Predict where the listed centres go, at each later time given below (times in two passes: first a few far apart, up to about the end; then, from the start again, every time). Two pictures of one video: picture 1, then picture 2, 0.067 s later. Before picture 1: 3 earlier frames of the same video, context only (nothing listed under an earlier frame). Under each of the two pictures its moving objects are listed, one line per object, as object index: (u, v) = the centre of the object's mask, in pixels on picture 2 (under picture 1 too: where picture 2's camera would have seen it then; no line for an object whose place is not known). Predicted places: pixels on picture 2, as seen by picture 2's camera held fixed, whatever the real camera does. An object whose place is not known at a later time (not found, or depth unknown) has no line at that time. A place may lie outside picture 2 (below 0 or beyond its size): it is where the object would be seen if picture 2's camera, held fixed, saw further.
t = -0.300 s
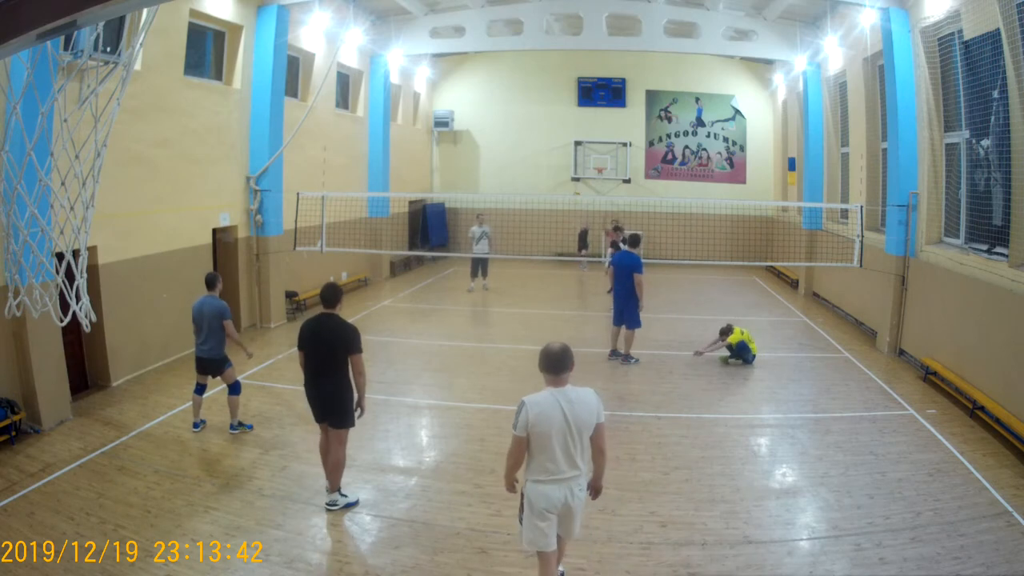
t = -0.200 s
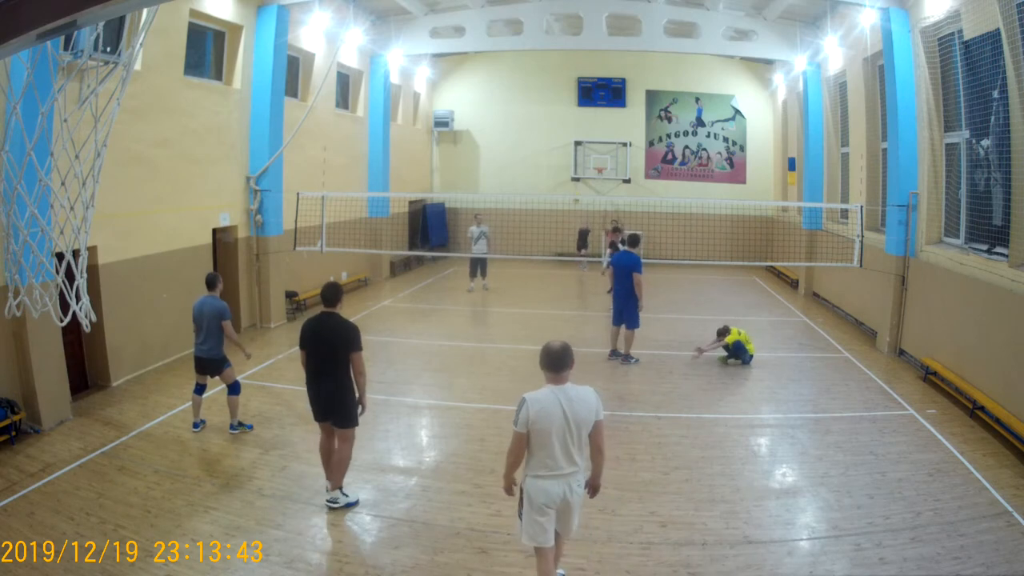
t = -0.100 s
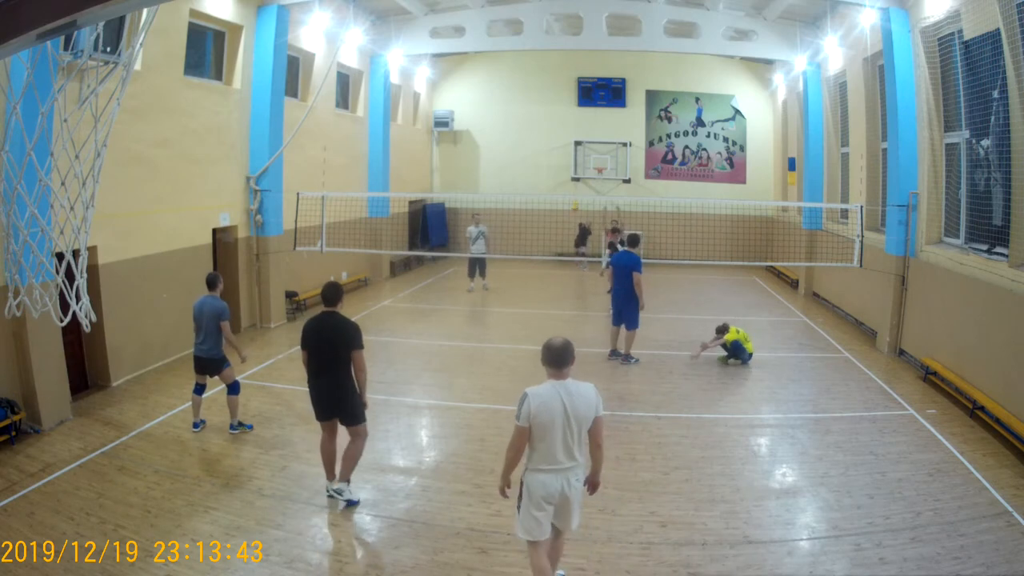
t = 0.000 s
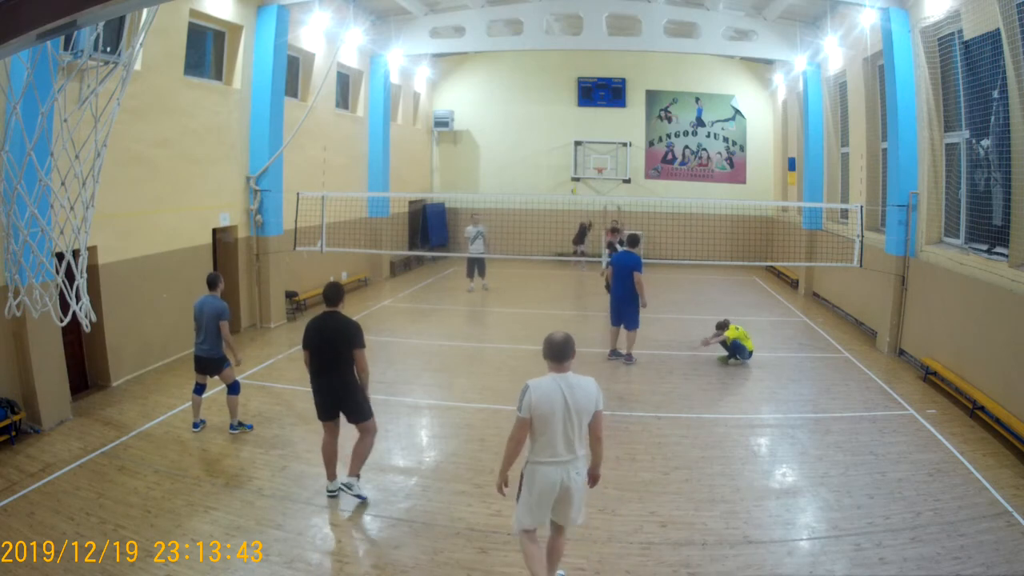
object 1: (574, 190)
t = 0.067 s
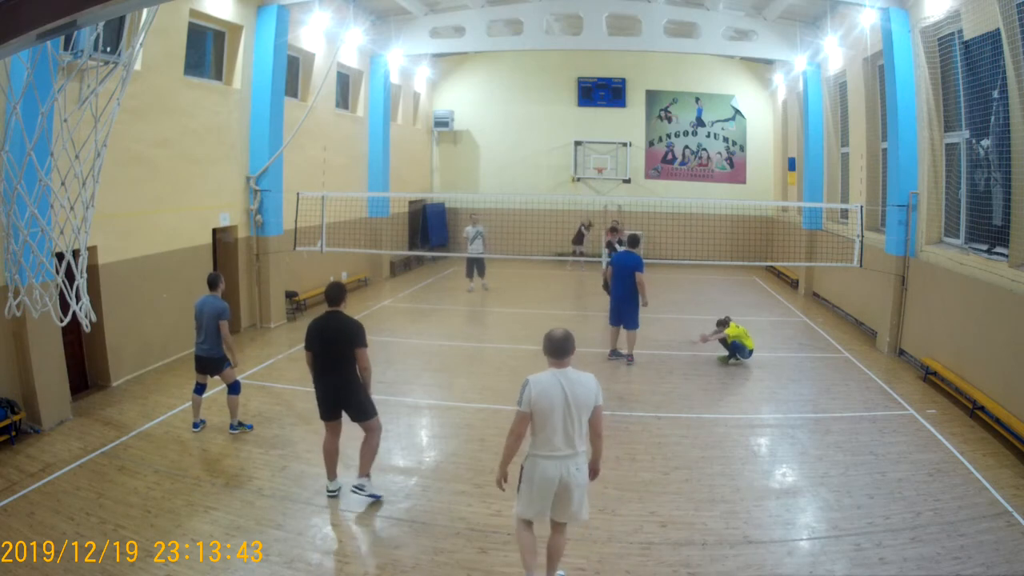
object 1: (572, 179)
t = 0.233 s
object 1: (572, 148)
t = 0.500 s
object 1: (569, 115)
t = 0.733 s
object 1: (567, 108)
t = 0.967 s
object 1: (566, 137)
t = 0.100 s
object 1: (572, 172)
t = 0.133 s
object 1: (572, 165)
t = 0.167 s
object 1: (572, 161)
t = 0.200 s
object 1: (572, 154)
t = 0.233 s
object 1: (572, 148)
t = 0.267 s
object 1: (572, 143)
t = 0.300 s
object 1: (572, 139)
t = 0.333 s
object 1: (570, 134)
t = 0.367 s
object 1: (570, 129)
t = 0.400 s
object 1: (570, 125)
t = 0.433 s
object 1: (569, 121)
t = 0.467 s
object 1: (569, 118)
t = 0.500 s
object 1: (569, 115)
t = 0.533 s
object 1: (569, 113)
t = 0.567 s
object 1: (569, 110)
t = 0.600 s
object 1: (569, 109)
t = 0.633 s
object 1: (569, 108)
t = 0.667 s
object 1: (568, 108)
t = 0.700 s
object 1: (568, 108)
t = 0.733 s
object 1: (567, 108)
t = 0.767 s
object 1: (567, 109)
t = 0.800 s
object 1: (567, 112)
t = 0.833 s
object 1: (567, 115)
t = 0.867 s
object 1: (567, 119)
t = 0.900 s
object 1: (567, 124)
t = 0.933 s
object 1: (566, 130)
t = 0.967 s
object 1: (566, 137)
